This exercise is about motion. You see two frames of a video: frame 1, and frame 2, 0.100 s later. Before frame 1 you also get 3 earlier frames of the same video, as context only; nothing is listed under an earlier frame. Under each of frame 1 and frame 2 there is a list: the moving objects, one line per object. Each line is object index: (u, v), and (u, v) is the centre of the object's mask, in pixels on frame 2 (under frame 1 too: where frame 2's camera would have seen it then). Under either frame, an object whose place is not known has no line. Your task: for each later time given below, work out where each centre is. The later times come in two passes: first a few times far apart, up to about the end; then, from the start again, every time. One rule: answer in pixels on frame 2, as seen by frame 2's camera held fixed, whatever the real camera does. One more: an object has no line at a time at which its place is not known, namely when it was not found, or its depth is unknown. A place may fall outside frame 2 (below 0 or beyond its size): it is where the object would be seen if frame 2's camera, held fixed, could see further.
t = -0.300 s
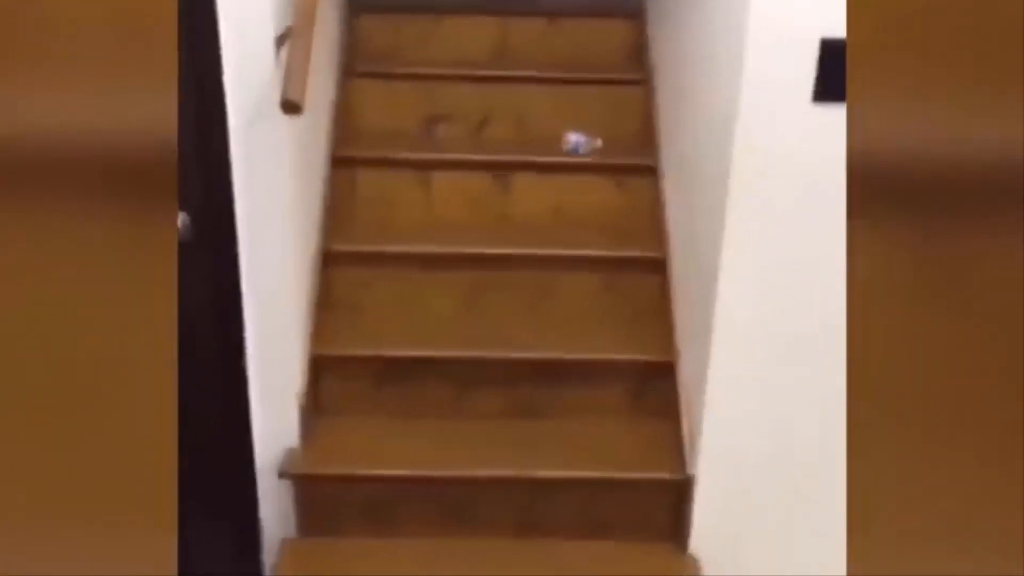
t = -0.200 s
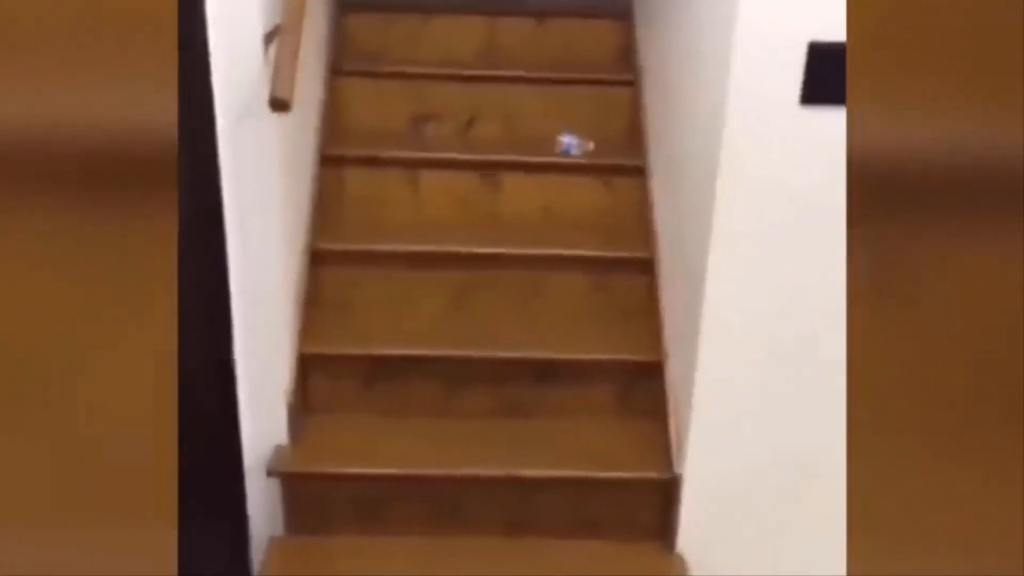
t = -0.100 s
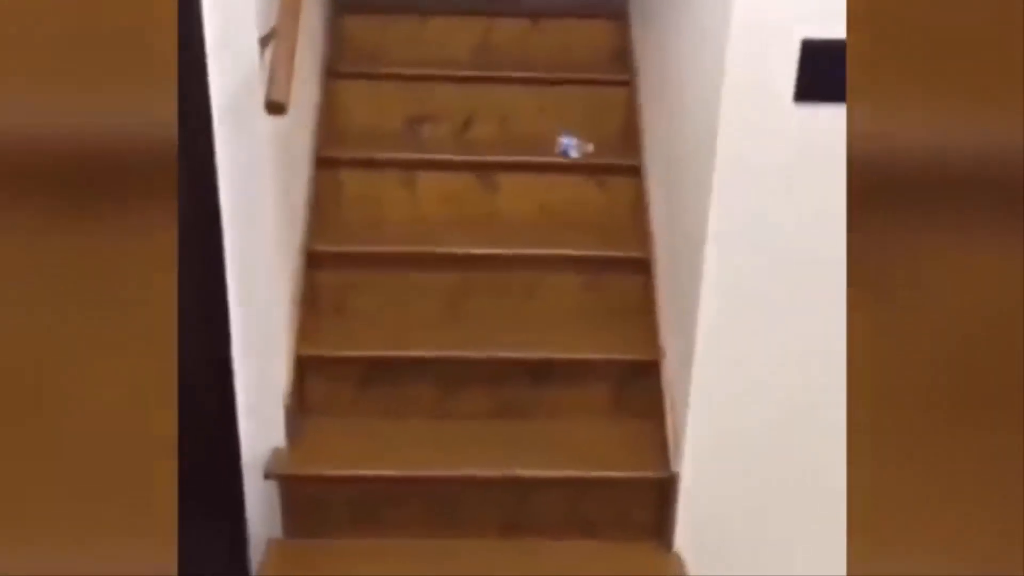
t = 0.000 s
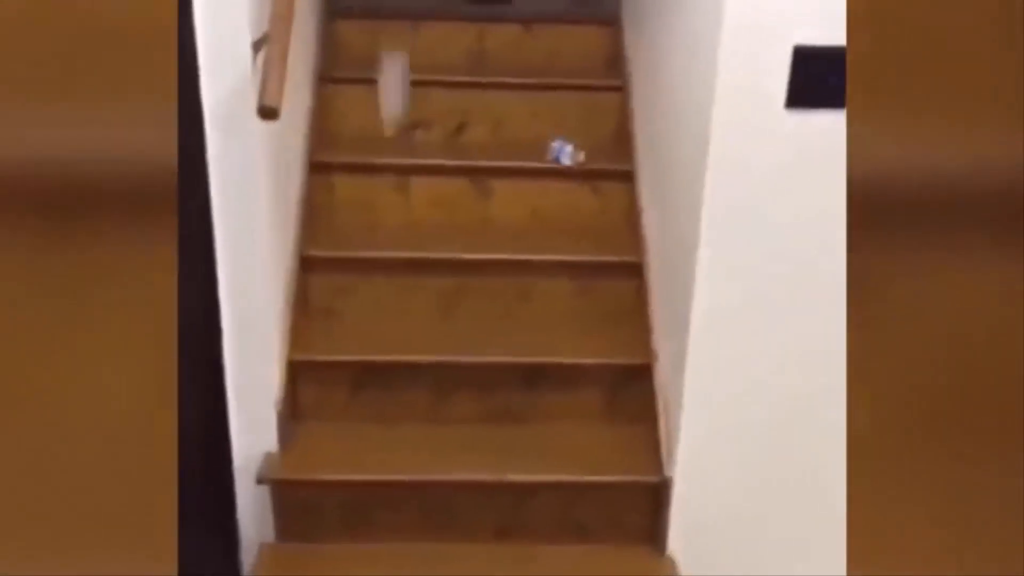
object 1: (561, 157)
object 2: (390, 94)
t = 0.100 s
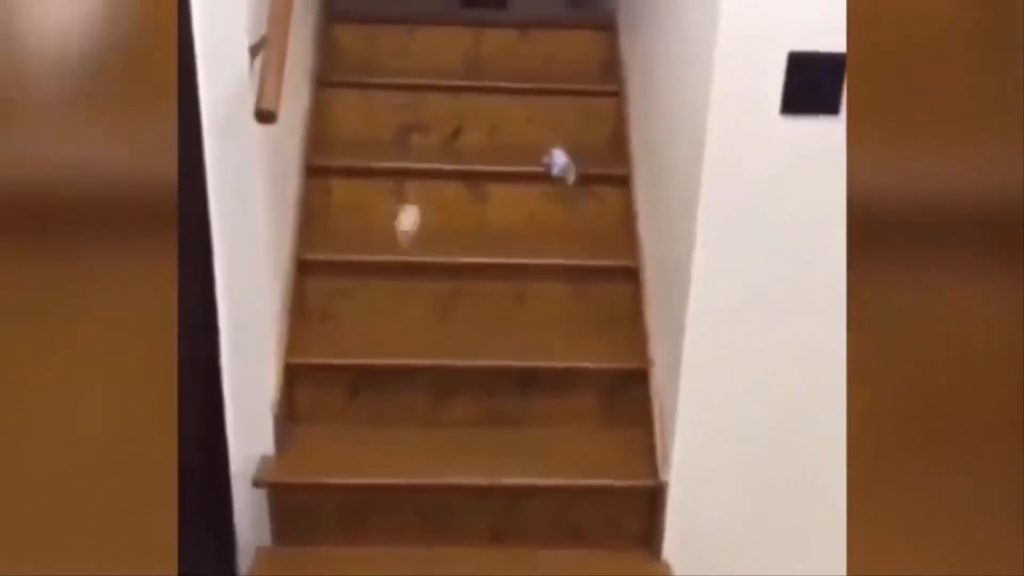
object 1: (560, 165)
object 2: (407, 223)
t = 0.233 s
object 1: (557, 217)
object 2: (419, 208)
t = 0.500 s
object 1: (557, 222)
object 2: (435, 239)
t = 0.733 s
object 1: (557, 224)
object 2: (448, 251)
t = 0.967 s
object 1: (558, 226)
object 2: (445, 320)
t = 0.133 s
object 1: (560, 173)
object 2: (413, 212)
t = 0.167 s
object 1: (559, 185)
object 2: (416, 205)
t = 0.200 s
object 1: (557, 201)
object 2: (418, 205)
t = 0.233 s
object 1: (557, 217)
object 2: (419, 208)
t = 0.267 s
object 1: (557, 218)
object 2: (420, 216)
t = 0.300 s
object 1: (557, 218)
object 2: (422, 225)
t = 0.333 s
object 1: (556, 219)
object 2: (424, 231)
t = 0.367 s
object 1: (556, 220)
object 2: (426, 232)
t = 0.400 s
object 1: (556, 222)
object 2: (428, 234)
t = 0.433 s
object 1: (557, 222)
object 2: (431, 235)
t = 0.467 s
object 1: (557, 222)
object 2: (433, 237)
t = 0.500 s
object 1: (557, 222)
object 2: (435, 239)
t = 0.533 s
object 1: (557, 222)
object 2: (437, 240)
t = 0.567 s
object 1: (557, 222)
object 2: (439, 241)
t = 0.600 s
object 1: (557, 223)
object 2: (441, 243)
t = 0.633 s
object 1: (557, 223)
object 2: (443, 244)
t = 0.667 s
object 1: (557, 223)
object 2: (445, 246)
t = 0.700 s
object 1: (558, 223)
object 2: (447, 247)
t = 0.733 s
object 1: (557, 224)
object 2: (448, 251)
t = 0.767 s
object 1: (557, 223)
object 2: (448, 258)
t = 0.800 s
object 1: (557, 223)
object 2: (449, 267)
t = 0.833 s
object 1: (557, 224)
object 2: (450, 282)
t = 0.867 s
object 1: (559, 225)
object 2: (451, 300)
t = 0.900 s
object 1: (557, 223)
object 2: (449, 317)
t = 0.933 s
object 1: (557, 225)
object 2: (447, 318)
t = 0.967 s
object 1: (558, 226)
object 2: (445, 320)
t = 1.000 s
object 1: (559, 225)
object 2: (443, 322)
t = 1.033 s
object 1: (557, 225)
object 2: (439, 323)
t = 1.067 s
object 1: (555, 225)
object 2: (438, 324)
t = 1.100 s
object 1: (557, 225)
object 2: (435, 326)
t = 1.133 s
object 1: (557, 224)
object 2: (433, 326)
